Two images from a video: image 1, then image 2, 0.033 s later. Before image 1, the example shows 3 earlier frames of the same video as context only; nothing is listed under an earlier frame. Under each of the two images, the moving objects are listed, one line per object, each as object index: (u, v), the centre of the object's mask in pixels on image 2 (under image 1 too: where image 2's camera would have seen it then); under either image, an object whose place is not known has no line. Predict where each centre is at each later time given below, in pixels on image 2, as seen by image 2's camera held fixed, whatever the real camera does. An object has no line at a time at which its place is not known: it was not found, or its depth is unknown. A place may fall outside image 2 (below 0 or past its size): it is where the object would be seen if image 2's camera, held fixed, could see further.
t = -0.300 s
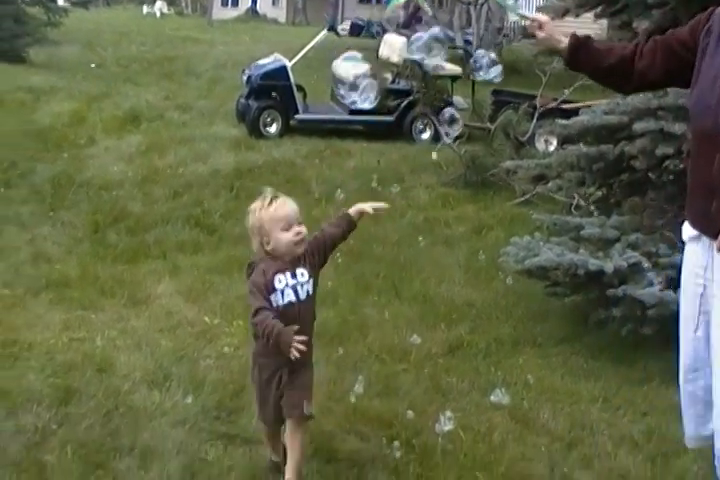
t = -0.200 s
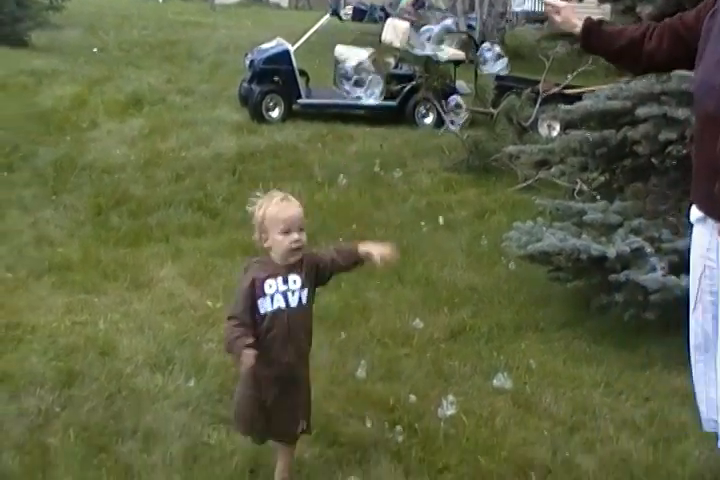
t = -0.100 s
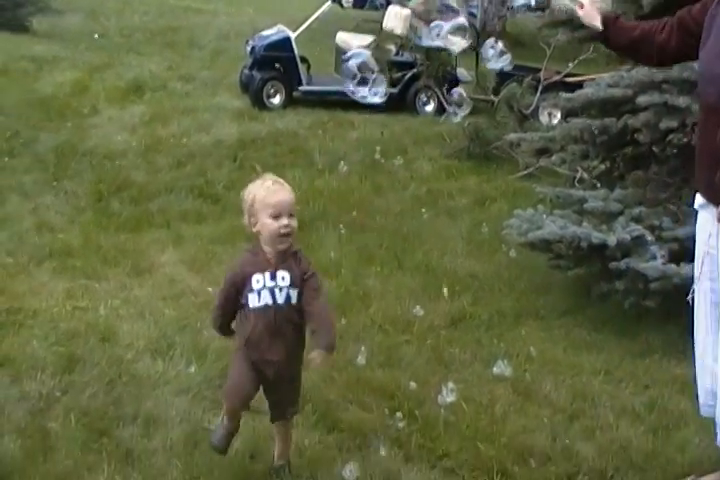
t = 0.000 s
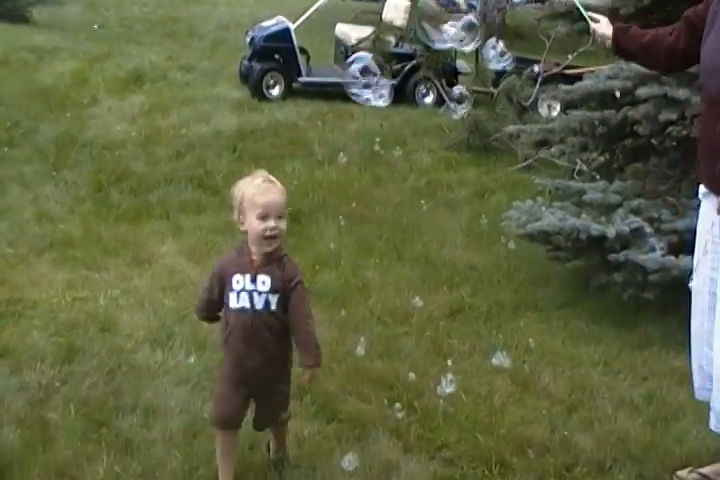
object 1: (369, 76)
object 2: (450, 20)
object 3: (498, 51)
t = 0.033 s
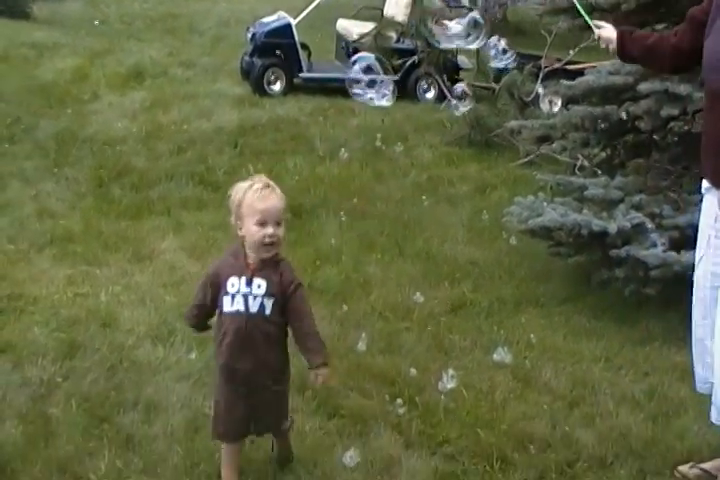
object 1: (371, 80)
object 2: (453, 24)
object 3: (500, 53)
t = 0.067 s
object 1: (372, 84)
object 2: (455, 27)
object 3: (500, 56)
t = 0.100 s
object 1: (373, 88)
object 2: (459, 29)
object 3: (501, 58)
